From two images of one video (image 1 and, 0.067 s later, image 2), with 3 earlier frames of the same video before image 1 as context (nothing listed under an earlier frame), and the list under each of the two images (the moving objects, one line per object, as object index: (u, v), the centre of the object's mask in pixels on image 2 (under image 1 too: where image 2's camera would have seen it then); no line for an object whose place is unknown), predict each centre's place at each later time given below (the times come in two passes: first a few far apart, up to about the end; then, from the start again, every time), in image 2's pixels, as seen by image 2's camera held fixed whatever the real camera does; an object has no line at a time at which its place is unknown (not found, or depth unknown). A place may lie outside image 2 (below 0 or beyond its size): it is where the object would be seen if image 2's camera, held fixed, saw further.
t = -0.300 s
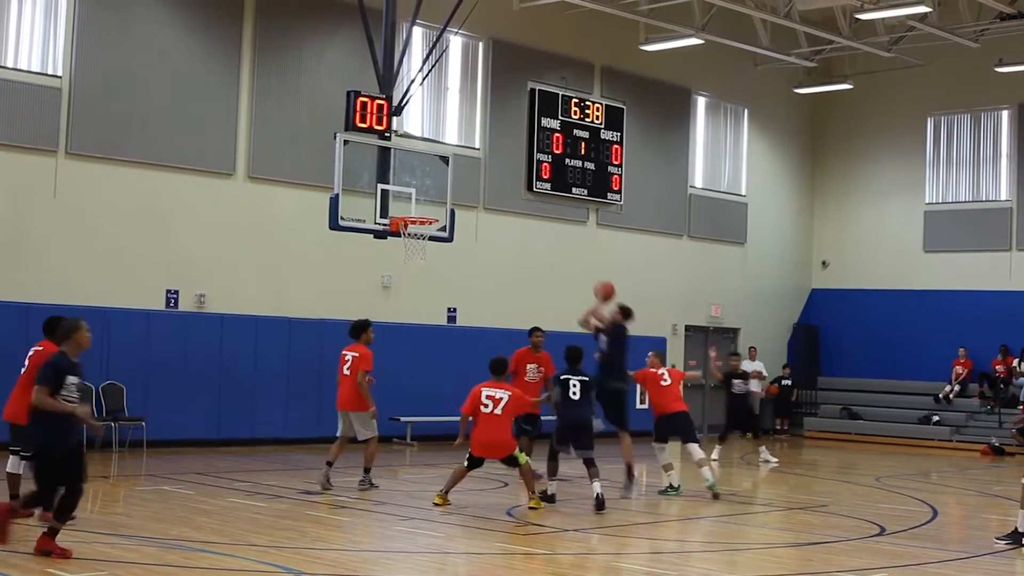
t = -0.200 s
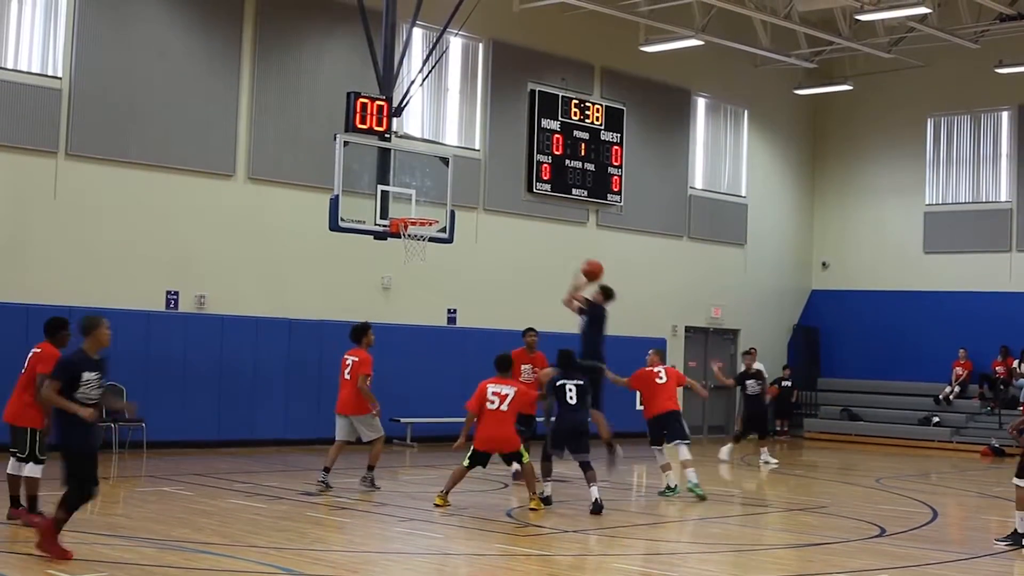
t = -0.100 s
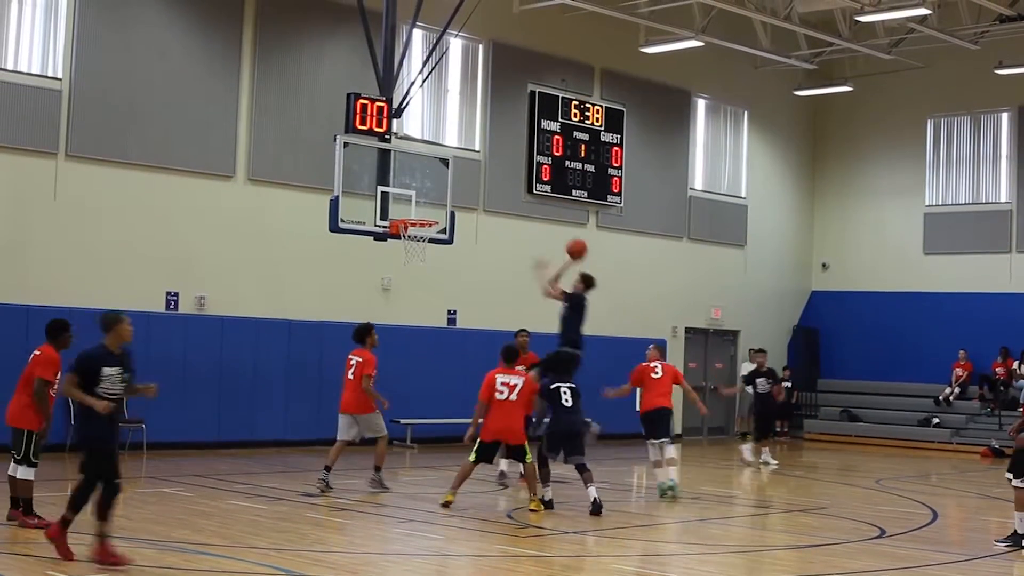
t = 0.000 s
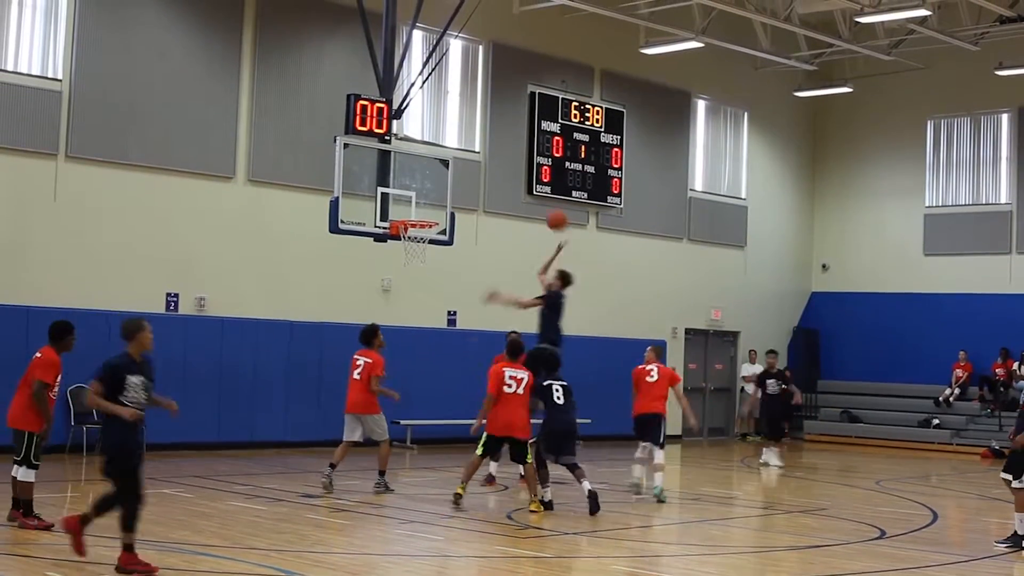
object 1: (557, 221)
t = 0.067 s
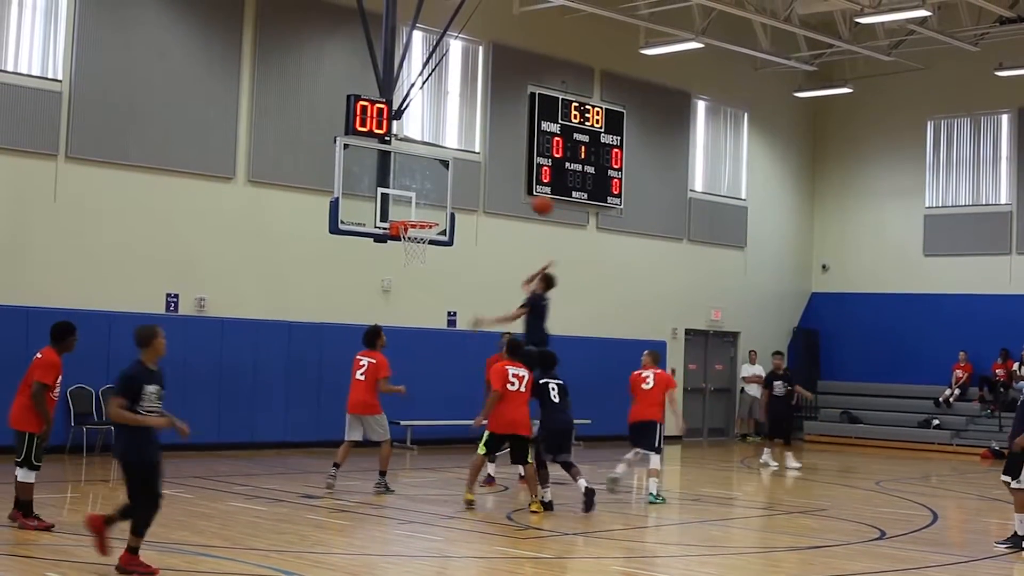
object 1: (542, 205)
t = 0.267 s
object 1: (498, 180)
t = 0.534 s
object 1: (440, 199)
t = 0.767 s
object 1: (399, 250)
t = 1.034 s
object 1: (391, 311)
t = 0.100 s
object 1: (534, 199)
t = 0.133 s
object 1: (527, 193)
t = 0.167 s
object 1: (521, 188)
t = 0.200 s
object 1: (513, 185)
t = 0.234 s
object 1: (505, 182)
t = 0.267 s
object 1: (498, 180)
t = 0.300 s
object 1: (491, 179)
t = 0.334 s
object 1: (483, 179)
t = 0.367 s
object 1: (476, 180)
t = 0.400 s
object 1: (469, 182)
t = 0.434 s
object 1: (462, 185)
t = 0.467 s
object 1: (455, 189)
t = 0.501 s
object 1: (447, 194)
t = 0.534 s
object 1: (440, 199)
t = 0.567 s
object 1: (433, 205)
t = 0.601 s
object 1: (426, 212)
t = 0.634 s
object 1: (419, 221)
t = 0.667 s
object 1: (410, 232)
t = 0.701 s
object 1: (404, 239)
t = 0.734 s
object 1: (401, 247)
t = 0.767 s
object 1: (399, 250)
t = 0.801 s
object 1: (398, 254)
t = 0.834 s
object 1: (397, 260)
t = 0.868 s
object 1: (397, 265)
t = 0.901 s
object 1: (395, 273)
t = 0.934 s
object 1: (394, 281)
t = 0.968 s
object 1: (393, 290)
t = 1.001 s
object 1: (391, 300)
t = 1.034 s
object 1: (391, 311)
